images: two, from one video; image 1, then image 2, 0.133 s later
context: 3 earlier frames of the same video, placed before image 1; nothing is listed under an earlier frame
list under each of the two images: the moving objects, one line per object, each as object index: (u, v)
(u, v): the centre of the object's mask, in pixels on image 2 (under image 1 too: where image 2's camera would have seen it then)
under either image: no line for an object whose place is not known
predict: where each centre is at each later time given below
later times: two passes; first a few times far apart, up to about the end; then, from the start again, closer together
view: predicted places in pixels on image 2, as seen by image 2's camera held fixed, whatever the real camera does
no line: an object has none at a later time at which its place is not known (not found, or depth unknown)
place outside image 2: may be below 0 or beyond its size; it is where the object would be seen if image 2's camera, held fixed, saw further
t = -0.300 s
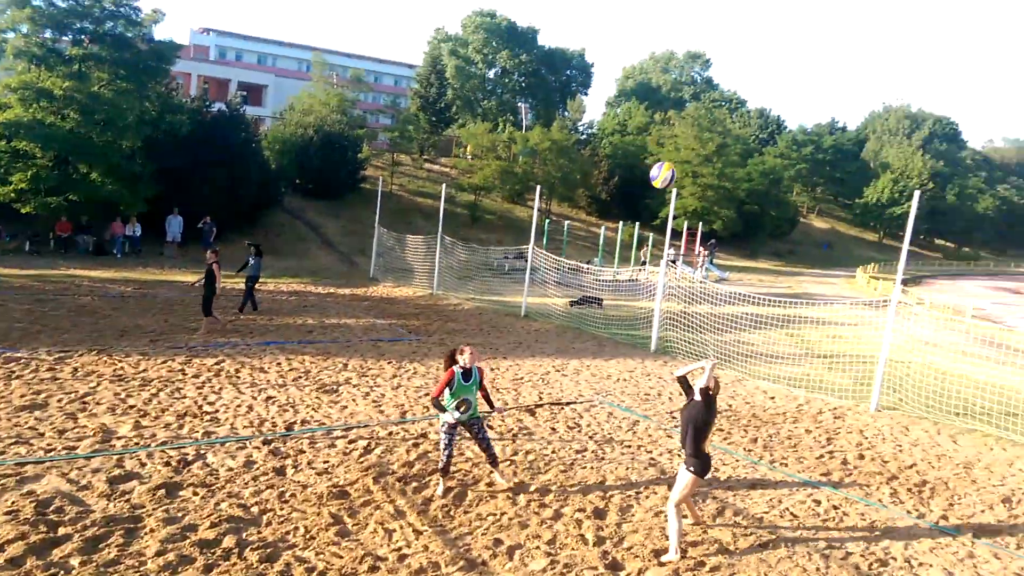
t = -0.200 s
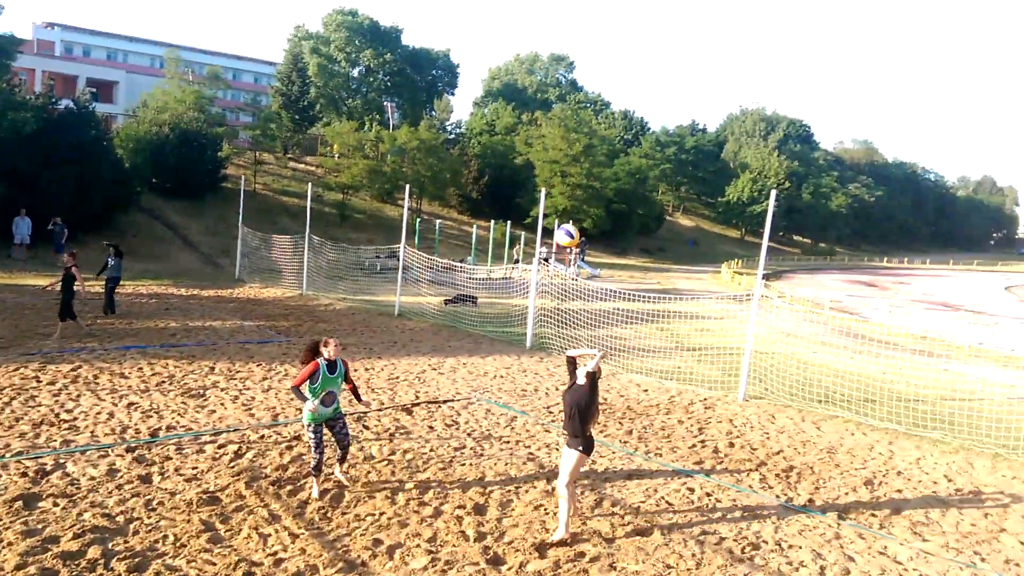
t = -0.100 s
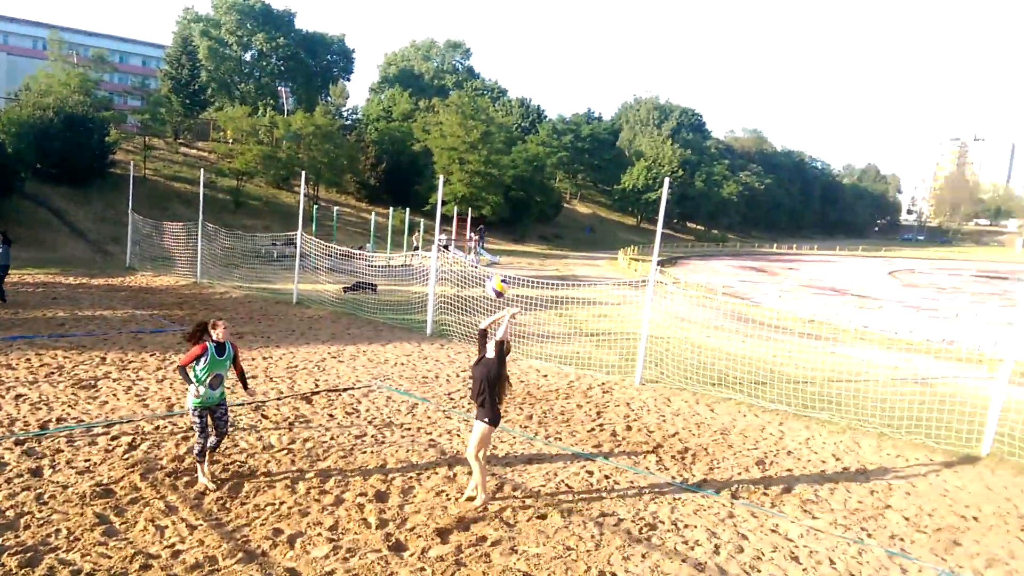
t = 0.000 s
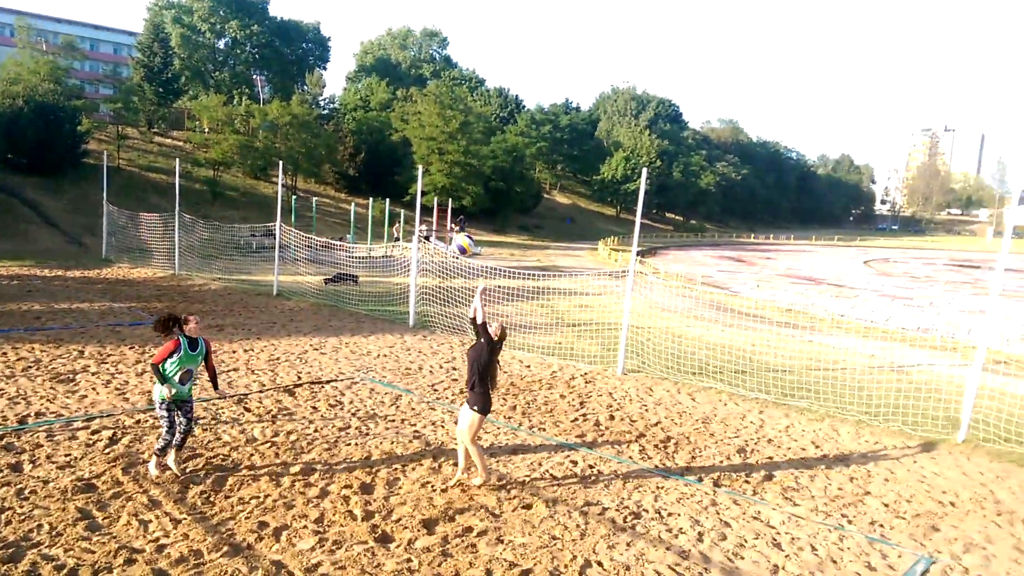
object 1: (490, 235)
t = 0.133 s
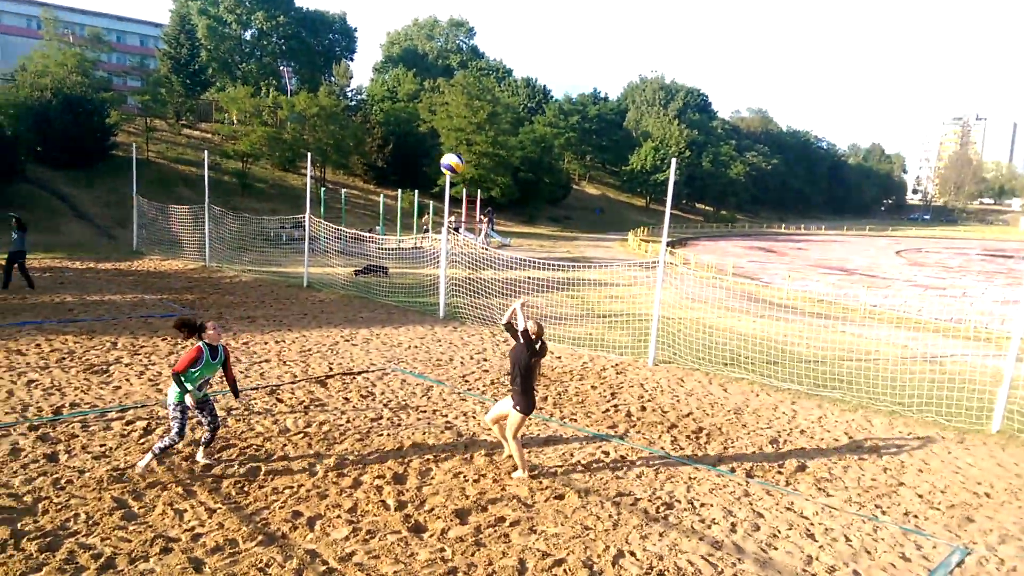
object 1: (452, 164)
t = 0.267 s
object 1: (408, 106)
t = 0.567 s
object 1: (293, 36)
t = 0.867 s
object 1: (157, 78)
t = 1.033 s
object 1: (73, 156)
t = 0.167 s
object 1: (442, 148)
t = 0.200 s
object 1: (430, 134)
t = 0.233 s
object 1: (419, 120)
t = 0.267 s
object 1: (408, 106)
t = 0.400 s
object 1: (360, 64)
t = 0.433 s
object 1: (347, 56)
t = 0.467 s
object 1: (334, 49)
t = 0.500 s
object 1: (321, 43)
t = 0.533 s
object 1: (307, 39)
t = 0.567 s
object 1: (293, 36)
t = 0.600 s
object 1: (279, 35)
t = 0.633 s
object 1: (266, 36)
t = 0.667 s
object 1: (249, 37)
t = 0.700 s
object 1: (234, 41)
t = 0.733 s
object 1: (220, 46)
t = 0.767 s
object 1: (203, 52)
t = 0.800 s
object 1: (187, 58)
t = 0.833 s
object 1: (172, 67)
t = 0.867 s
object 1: (157, 78)
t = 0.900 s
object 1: (141, 90)
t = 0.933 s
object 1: (124, 104)
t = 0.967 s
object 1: (108, 119)
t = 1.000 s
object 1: (91, 137)
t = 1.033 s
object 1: (73, 156)
